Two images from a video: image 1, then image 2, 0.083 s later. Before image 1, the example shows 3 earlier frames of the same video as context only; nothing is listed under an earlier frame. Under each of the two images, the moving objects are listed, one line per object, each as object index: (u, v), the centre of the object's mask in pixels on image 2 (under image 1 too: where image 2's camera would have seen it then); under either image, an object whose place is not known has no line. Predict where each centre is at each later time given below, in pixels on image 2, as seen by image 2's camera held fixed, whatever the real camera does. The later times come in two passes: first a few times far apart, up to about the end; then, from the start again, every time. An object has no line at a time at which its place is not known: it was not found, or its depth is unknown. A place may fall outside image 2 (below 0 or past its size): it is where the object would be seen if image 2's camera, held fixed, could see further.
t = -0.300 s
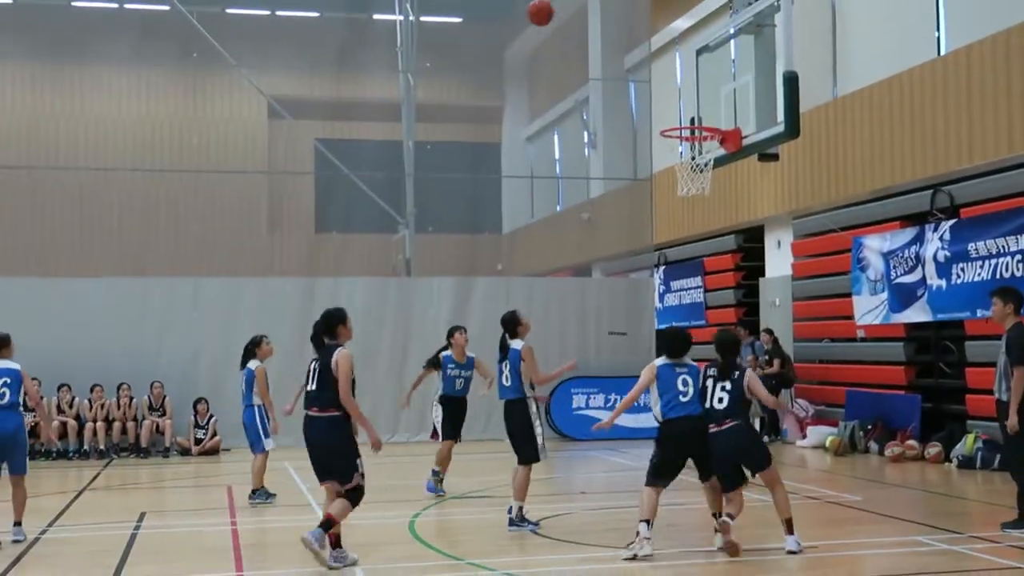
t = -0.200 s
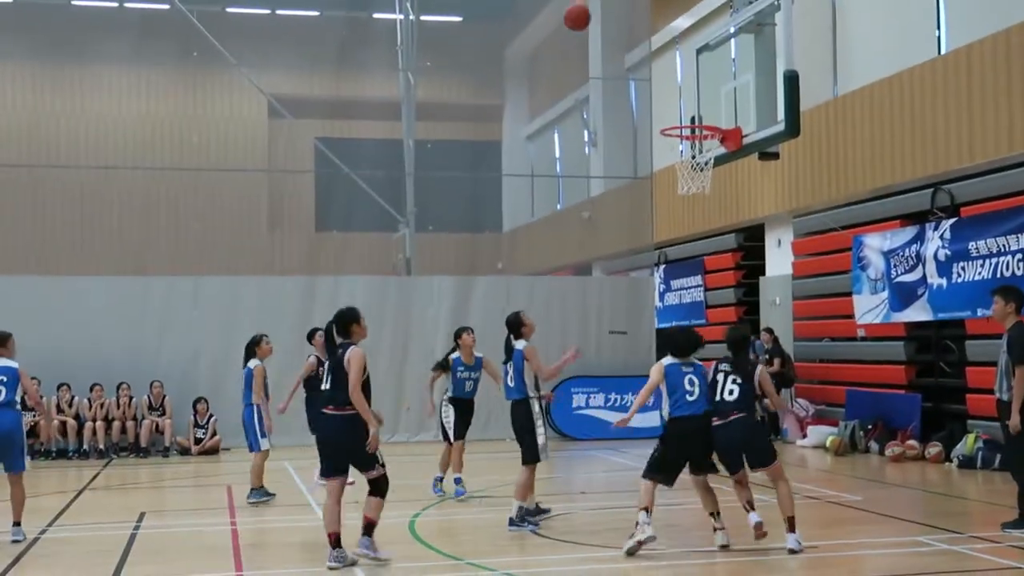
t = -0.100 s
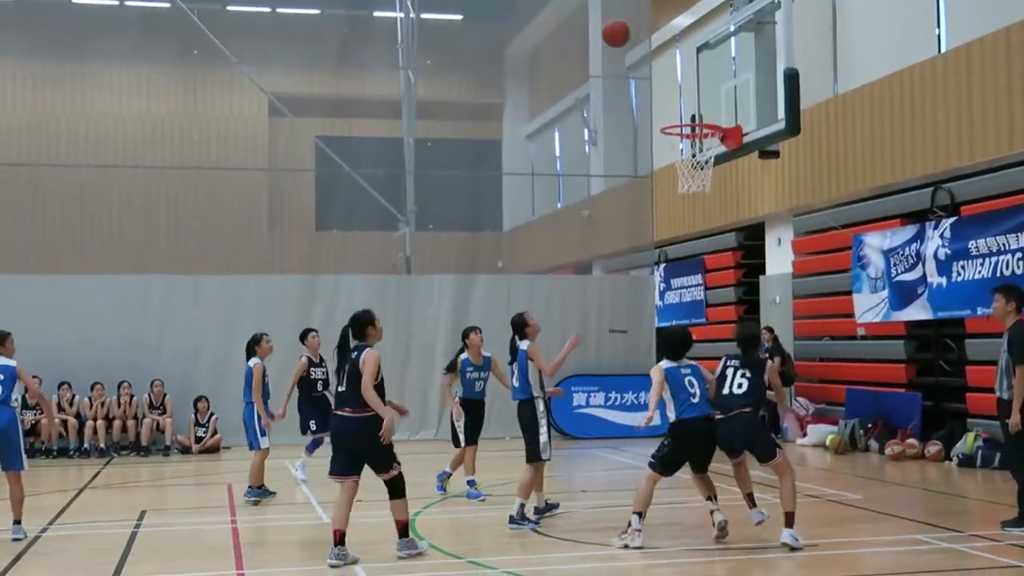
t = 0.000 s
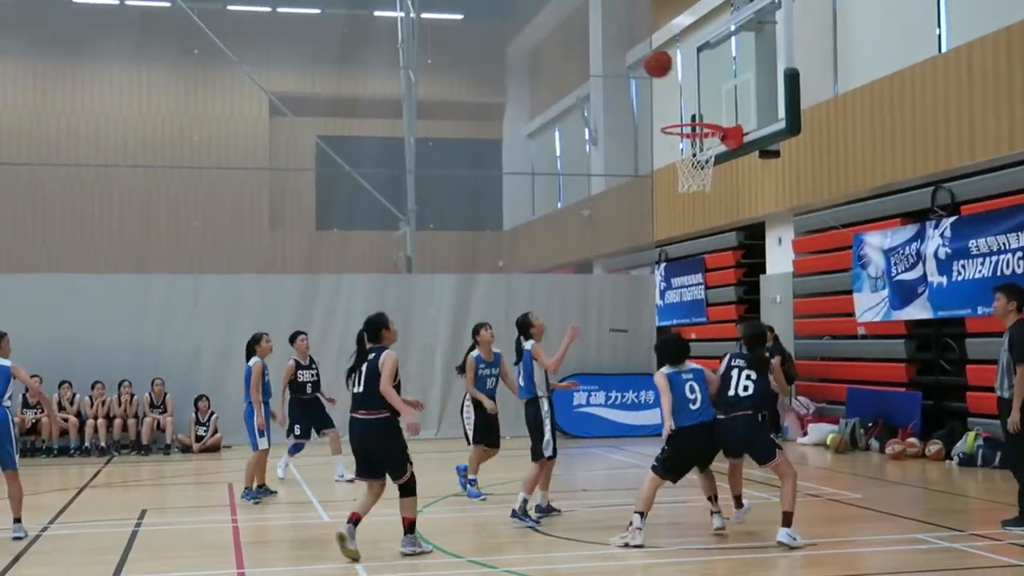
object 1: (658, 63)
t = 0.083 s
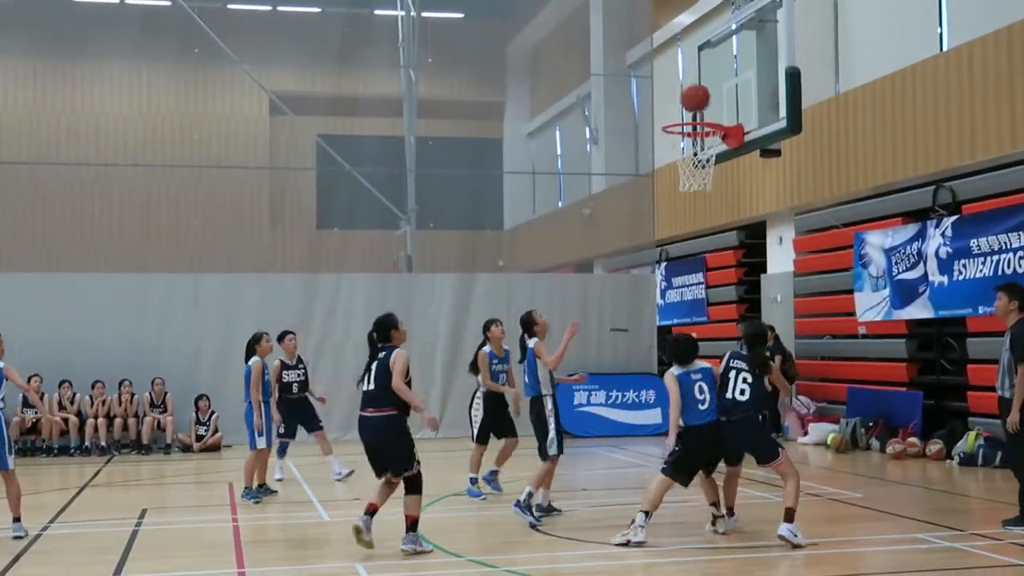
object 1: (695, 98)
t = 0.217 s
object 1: (664, 96)
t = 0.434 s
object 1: (567, 91)
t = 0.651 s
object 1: (482, 138)
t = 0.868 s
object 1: (409, 229)
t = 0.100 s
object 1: (702, 106)
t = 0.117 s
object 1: (709, 115)
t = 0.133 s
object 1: (706, 113)
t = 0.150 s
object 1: (697, 109)
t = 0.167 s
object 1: (688, 105)
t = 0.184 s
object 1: (680, 102)
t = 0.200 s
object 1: (672, 99)
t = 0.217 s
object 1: (664, 96)
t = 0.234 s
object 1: (656, 94)
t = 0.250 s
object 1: (649, 92)
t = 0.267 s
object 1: (640, 91)
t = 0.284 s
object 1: (633, 89)
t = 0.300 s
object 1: (625, 88)
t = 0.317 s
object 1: (618, 88)
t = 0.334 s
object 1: (610, 88)
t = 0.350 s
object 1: (603, 87)
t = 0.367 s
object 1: (596, 87)
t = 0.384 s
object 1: (589, 87)
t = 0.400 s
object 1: (581, 89)
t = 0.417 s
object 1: (574, 90)
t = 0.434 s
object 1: (567, 91)
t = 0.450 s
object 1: (561, 93)
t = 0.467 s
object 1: (553, 95)
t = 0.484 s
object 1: (546, 98)
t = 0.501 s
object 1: (539, 101)
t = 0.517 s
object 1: (533, 104)
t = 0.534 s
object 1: (527, 107)
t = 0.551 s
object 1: (520, 111)
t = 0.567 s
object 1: (514, 114)
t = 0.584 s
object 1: (507, 119)
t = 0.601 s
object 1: (501, 123)
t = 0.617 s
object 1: (494, 128)
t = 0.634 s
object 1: (488, 134)
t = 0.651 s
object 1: (482, 138)
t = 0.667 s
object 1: (476, 144)
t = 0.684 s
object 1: (470, 150)
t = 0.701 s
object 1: (464, 155)
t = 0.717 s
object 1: (458, 161)
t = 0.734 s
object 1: (452, 168)
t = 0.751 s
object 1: (447, 175)
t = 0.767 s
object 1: (441, 182)
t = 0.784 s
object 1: (435, 189)
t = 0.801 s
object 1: (429, 197)
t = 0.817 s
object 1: (424, 204)
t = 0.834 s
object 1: (419, 213)
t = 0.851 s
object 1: (413, 221)
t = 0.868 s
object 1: (409, 229)
